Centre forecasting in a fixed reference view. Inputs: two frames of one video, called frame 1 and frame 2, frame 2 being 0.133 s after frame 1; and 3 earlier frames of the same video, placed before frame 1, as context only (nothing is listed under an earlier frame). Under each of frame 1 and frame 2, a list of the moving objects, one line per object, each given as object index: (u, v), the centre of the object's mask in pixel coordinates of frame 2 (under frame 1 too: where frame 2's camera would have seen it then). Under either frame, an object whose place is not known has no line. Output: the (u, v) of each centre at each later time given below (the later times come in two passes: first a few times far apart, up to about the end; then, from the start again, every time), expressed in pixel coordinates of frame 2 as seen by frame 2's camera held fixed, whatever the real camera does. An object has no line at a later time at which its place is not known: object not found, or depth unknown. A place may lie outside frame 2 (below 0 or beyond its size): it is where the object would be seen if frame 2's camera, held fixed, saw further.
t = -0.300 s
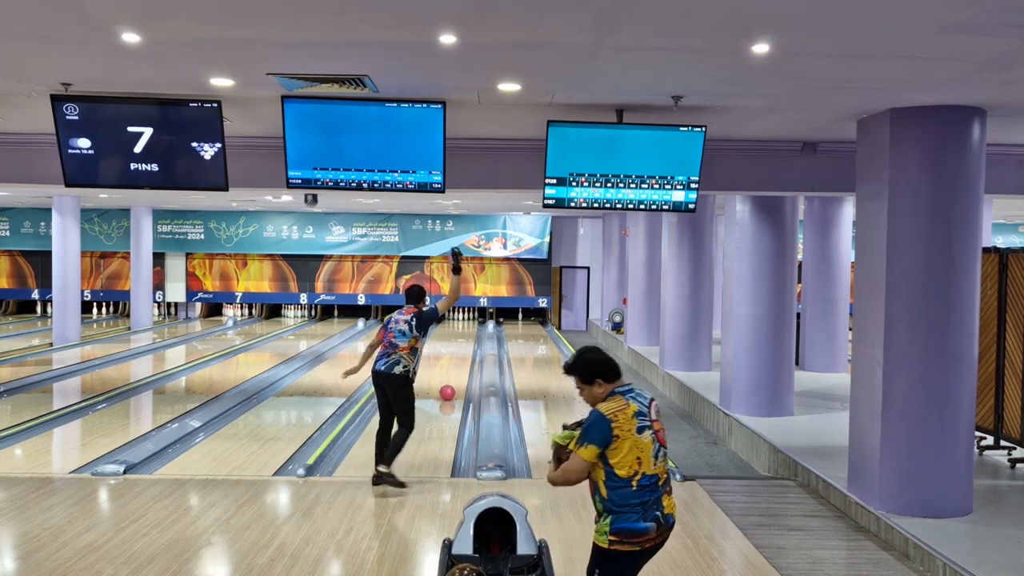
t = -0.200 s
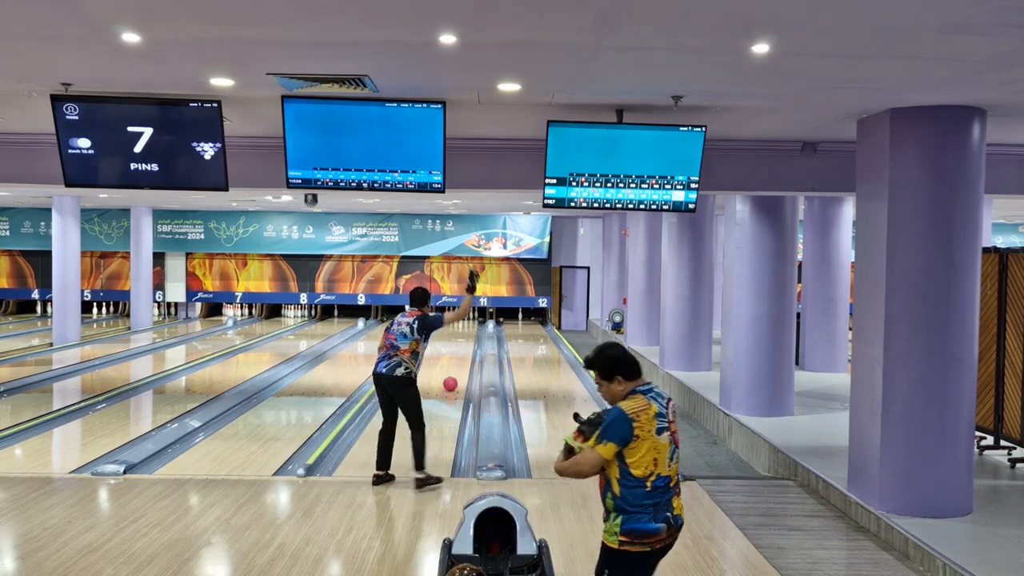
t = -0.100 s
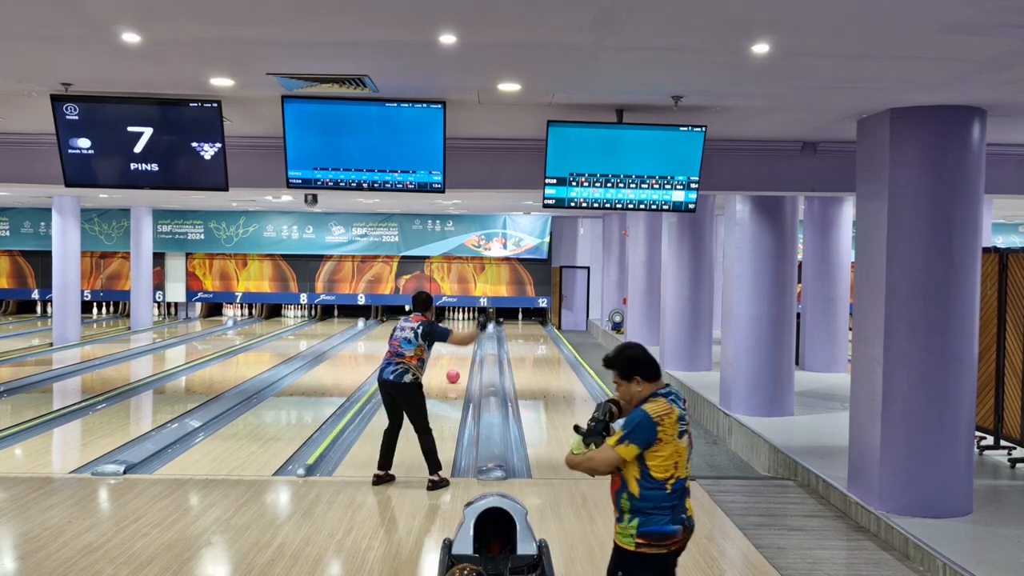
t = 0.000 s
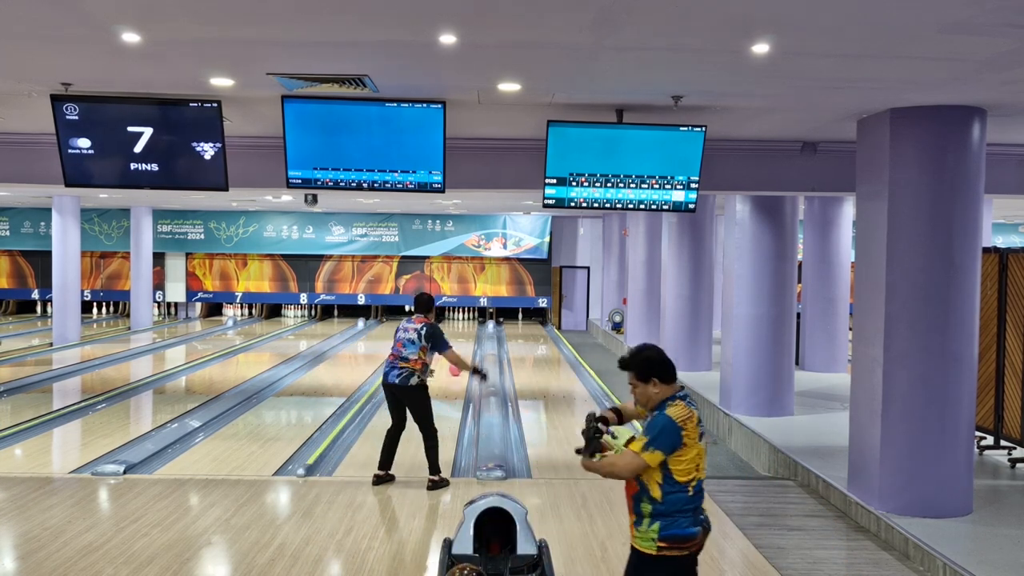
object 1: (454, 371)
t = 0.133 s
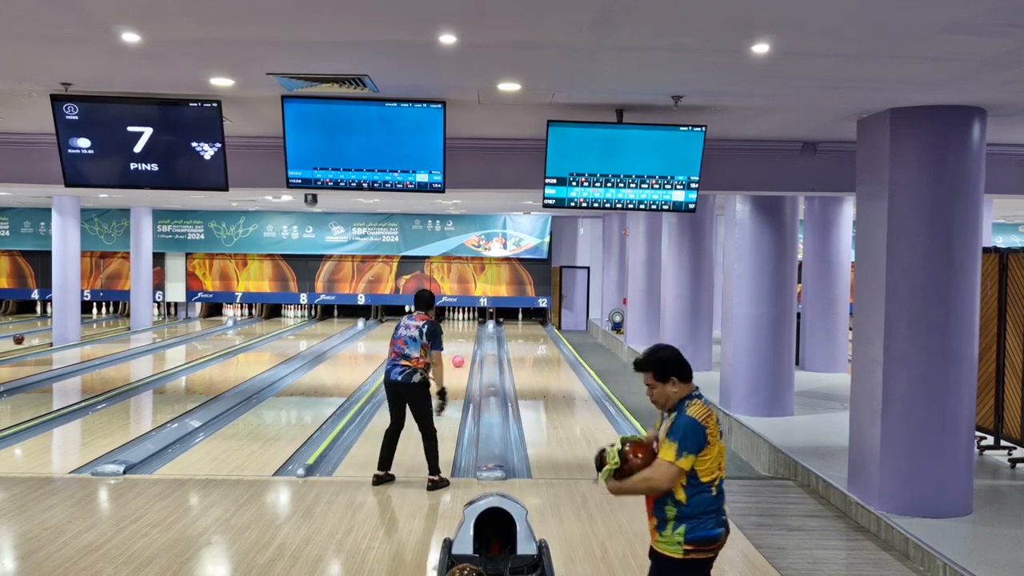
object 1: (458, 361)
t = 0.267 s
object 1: (460, 354)
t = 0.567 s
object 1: (464, 342)
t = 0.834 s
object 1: (466, 333)
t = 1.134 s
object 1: (468, 325)
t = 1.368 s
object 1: (469, 320)
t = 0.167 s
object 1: (458, 359)
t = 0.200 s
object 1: (459, 358)
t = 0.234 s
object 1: (459, 356)
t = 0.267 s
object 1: (460, 354)
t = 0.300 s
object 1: (460, 353)
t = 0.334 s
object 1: (461, 351)
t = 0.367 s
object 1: (461, 350)
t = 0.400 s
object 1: (462, 348)
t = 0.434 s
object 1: (462, 347)
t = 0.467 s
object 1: (462, 345)
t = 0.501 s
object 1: (463, 344)
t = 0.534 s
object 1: (463, 343)
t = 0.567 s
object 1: (464, 342)
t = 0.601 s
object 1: (464, 340)
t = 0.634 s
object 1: (464, 339)
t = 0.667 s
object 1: (465, 338)
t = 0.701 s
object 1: (465, 337)
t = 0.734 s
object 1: (465, 336)
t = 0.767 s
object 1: (465, 335)
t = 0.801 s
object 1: (466, 334)
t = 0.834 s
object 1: (466, 333)
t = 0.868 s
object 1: (466, 332)
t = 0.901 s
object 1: (466, 331)
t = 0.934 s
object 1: (467, 330)
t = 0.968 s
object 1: (467, 330)
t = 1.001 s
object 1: (467, 329)
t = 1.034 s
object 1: (467, 328)
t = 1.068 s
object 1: (468, 327)
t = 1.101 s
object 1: (468, 325)
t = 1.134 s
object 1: (468, 325)
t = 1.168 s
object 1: (468, 324)
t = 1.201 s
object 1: (469, 324)
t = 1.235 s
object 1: (468, 323)
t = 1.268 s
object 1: (468, 323)
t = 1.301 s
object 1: (469, 322)
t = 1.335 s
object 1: (469, 320)
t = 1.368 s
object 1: (469, 320)
